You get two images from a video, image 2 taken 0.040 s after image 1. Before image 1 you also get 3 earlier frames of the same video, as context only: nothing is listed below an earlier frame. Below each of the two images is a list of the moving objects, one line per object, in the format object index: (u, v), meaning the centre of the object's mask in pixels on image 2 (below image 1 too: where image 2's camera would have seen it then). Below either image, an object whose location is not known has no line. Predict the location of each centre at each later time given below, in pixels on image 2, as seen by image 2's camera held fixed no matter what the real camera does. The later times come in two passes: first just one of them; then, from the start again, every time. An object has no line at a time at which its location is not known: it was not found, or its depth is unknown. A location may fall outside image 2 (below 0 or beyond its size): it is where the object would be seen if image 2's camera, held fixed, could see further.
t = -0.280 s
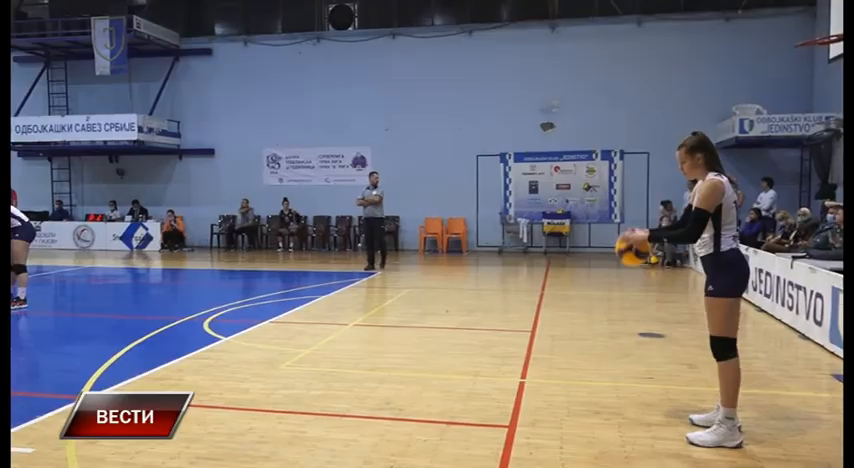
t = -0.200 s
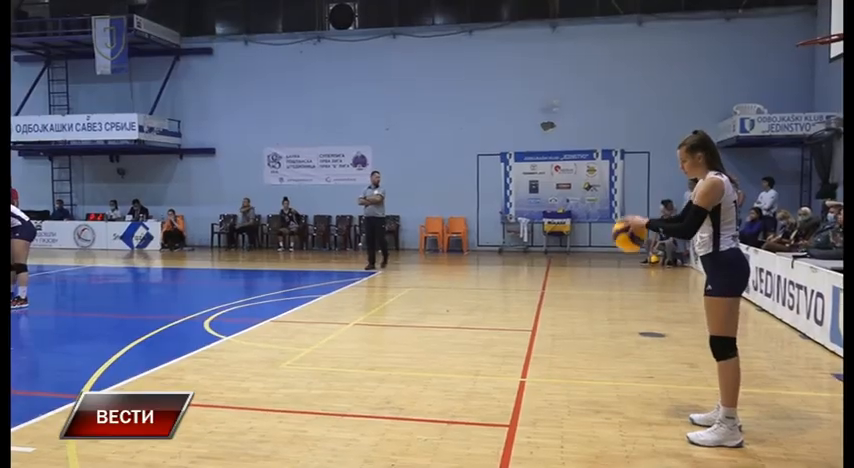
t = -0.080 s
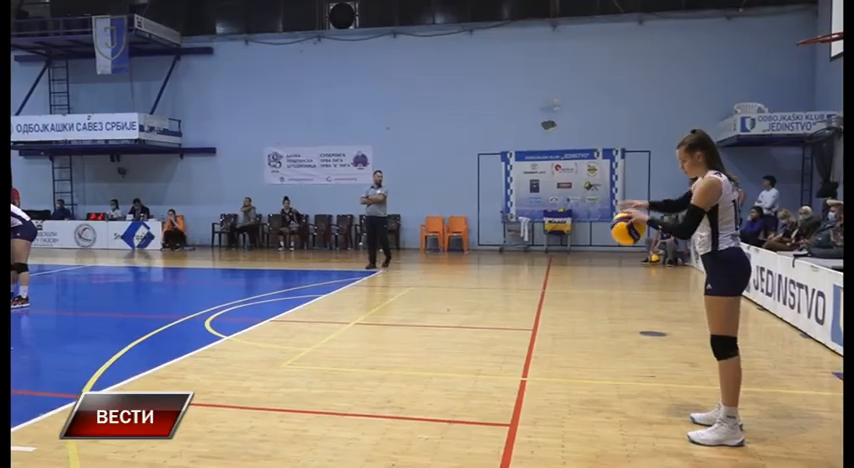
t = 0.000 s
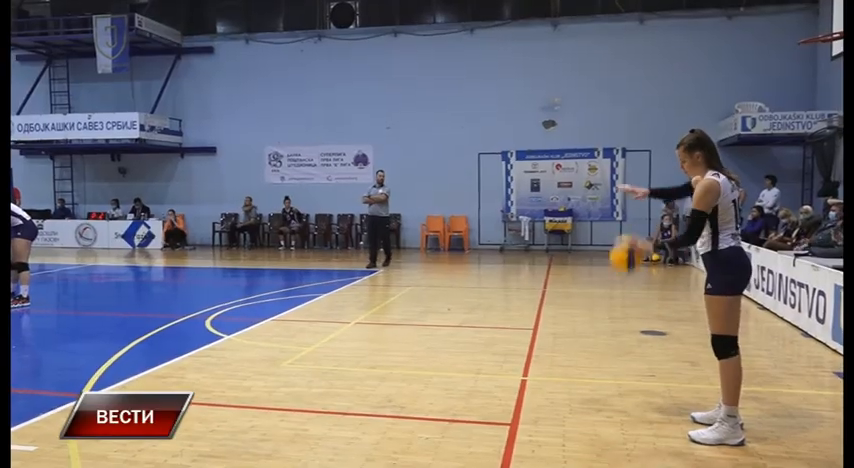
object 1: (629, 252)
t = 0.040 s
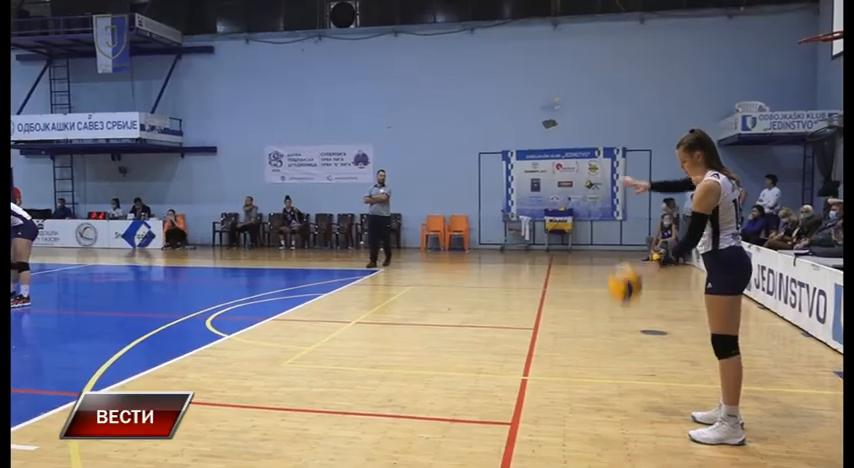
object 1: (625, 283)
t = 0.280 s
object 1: (626, 336)
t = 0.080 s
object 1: (624, 317)
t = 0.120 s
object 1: (622, 354)
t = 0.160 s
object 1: (621, 393)
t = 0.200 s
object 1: (623, 387)
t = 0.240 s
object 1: (625, 360)
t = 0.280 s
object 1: (626, 336)
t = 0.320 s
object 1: (629, 312)
